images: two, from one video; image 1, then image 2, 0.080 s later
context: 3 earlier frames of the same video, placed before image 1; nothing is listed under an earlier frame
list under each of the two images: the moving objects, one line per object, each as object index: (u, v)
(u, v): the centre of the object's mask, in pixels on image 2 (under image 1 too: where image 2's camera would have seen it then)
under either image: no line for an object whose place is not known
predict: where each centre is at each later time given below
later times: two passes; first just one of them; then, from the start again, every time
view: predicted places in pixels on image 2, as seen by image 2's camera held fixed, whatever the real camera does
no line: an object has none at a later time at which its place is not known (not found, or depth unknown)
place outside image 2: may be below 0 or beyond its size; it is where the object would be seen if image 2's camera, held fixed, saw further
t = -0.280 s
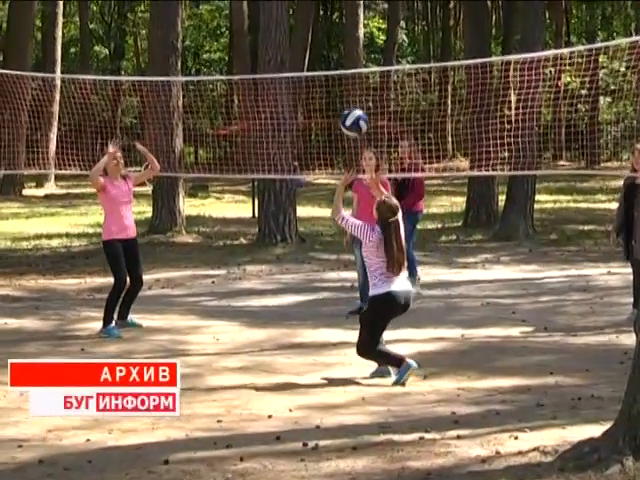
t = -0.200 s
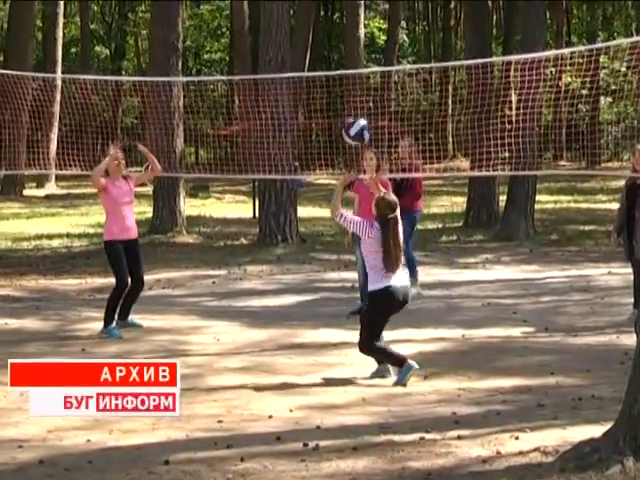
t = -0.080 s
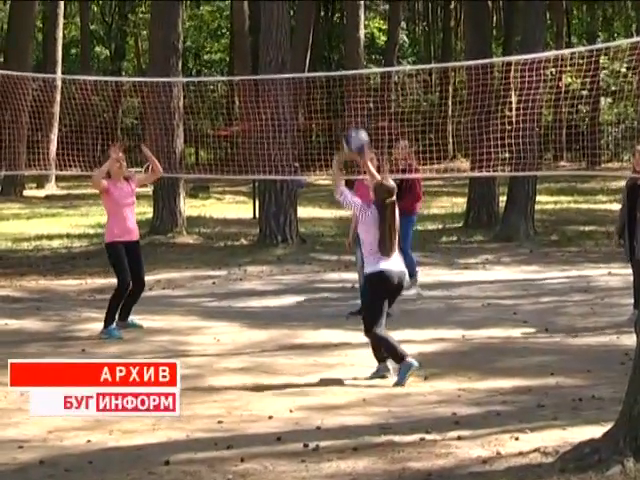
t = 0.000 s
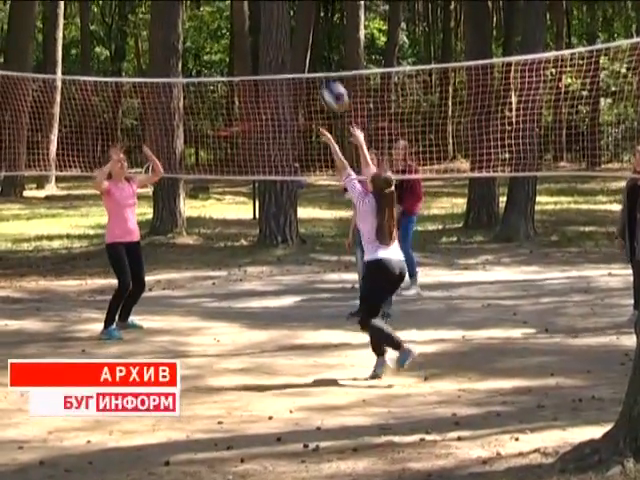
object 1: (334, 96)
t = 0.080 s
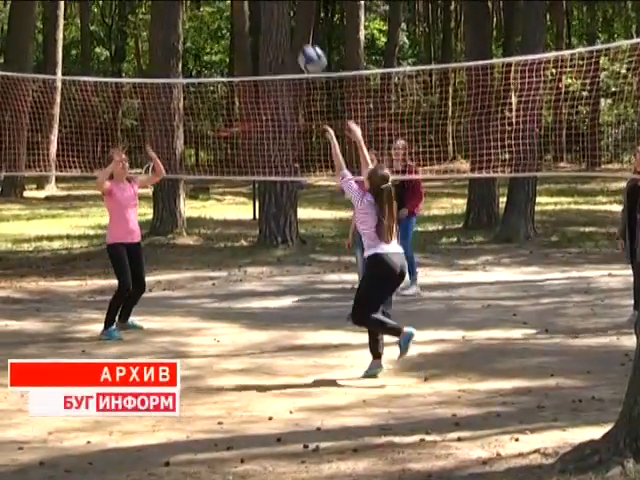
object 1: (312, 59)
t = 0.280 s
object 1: (258, 6)
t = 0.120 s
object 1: (301, 44)
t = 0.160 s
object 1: (290, 31)
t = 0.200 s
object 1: (280, 20)
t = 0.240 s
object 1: (270, 11)
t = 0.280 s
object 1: (258, 6)
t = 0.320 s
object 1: (250, 4)
